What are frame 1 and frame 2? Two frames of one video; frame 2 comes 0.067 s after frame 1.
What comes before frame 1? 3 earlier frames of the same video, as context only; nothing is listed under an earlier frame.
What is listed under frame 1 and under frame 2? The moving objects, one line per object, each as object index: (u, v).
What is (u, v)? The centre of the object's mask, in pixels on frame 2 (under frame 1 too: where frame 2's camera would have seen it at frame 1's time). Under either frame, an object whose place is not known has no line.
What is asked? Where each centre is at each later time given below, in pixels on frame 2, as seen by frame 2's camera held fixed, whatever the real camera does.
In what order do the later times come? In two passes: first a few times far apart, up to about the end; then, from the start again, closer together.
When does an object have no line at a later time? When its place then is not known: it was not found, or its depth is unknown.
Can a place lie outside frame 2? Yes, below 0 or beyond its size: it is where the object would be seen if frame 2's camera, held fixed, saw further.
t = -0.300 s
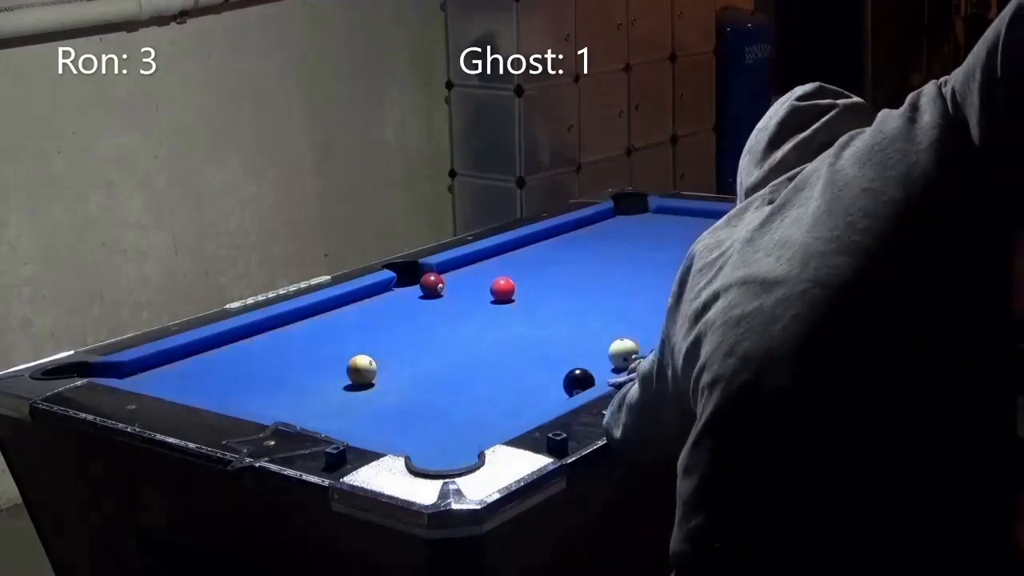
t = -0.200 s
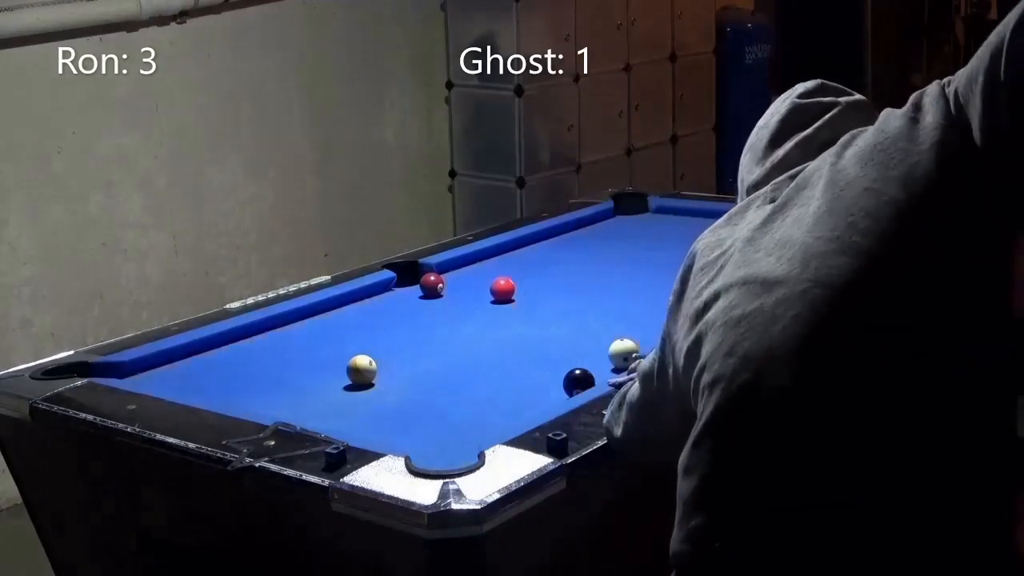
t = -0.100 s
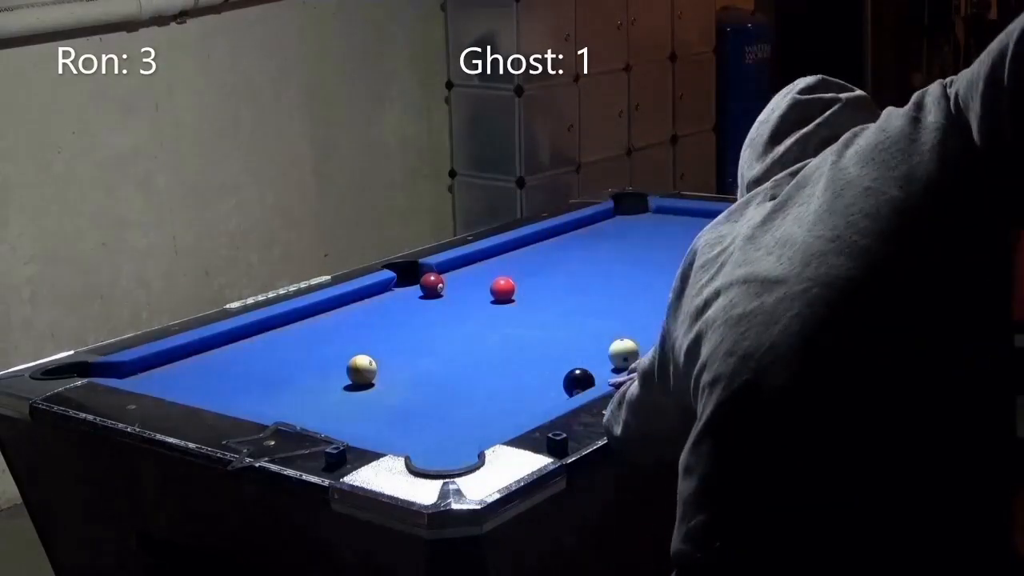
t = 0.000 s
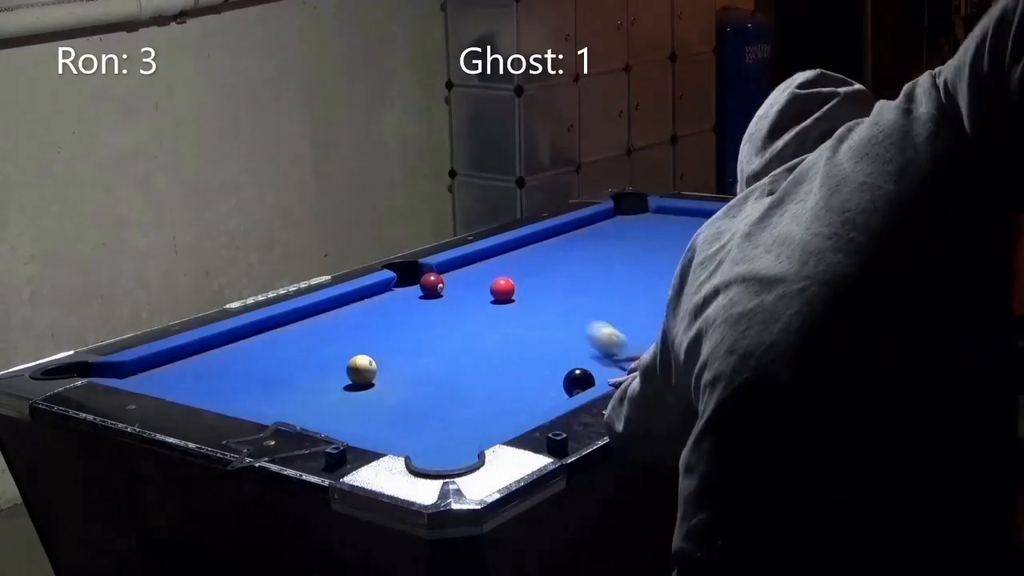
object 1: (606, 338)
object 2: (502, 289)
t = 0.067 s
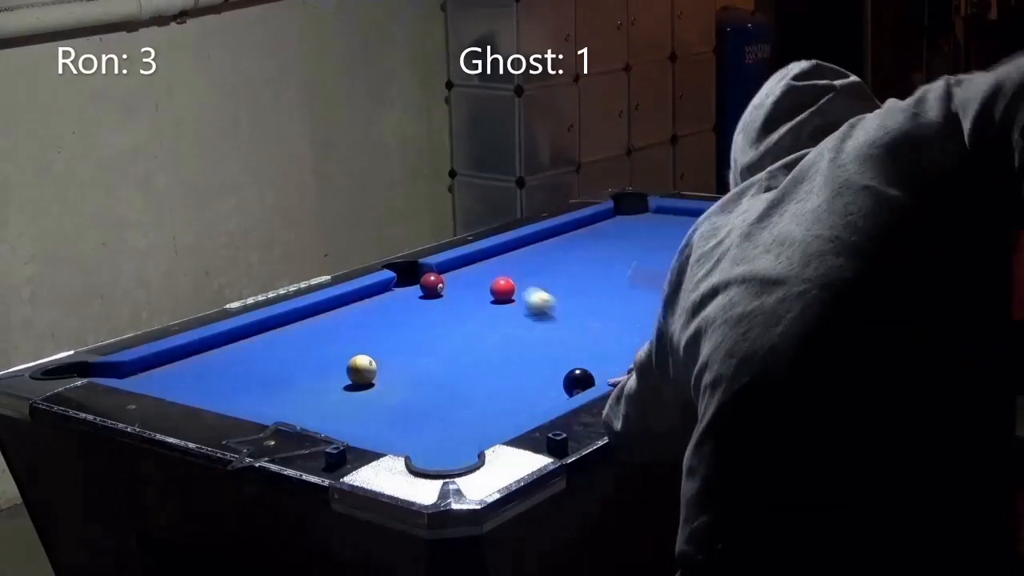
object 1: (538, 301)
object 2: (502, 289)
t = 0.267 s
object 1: (580, 269)
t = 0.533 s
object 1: (648, 243)
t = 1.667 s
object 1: (693, 237)
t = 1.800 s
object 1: (689, 241)
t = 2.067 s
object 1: (683, 246)
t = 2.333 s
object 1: (681, 248)
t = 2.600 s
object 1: (683, 249)
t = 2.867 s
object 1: (683, 249)
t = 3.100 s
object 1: (683, 249)
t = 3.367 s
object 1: (683, 249)
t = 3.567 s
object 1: (683, 249)
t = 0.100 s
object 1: (524, 291)
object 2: (491, 286)
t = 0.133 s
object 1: (538, 286)
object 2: (456, 278)
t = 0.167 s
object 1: (549, 281)
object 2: (422, 268)
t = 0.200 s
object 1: (560, 277)
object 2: (403, 272)
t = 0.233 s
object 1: (570, 273)
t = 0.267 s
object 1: (580, 269)
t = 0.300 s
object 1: (589, 266)
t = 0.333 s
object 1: (599, 262)
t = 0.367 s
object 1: (608, 259)
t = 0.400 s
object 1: (616, 256)
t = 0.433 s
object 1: (625, 253)
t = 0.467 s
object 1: (633, 249)
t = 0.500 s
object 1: (641, 246)
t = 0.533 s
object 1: (648, 243)
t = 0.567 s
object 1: (653, 240)
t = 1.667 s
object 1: (693, 237)
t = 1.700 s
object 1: (692, 238)
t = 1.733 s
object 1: (691, 239)
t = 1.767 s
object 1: (690, 240)
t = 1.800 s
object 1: (689, 241)
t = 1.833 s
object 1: (688, 241)
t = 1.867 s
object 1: (687, 242)
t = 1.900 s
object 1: (687, 243)
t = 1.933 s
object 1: (686, 244)
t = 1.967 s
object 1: (685, 244)
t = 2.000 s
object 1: (685, 245)
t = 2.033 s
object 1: (684, 245)
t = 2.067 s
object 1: (683, 246)
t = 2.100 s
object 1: (683, 246)
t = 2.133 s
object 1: (683, 247)
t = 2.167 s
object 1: (682, 247)
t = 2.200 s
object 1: (682, 247)
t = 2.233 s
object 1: (682, 248)
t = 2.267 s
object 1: (682, 248)
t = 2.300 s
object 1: (681, 248)
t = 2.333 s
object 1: (681, 248)
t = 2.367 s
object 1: (681, 249)
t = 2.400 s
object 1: (681, 249)
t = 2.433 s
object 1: (682, 249)
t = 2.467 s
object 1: (682, 249)
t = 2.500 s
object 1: (683, 249)
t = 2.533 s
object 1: (683, 249)
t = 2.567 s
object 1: (683, 249)
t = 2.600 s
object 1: (683, 249)
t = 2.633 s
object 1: (683, 249)
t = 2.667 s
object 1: (683, 249)
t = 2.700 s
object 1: (683, 249)
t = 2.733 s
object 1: (683, 249)
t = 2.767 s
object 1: (683, 249)
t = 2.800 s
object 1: (683, 249)
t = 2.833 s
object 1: (683, 249)
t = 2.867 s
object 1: (683, 249)
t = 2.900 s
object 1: (683, 249)
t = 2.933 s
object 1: (683, 249)
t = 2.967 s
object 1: (683, 249)
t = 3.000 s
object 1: (683, 249)
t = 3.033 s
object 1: (683, 249)
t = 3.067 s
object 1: (683, 249)
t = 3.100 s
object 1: (683, 249)
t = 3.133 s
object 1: (683, 249)
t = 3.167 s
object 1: (683, 249)
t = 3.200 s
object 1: (683, 249)
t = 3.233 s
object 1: (683, 249)
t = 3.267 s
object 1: (683, 249)
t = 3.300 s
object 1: (683, 249)
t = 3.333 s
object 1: (683, 249)
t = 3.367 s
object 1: (683, 249)
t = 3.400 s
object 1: (683, 249)
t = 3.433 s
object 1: (683, 249)
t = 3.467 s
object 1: (683, 249)
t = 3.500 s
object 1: (683, 249)
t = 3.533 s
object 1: (683, 249)
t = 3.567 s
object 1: (683, 249)
